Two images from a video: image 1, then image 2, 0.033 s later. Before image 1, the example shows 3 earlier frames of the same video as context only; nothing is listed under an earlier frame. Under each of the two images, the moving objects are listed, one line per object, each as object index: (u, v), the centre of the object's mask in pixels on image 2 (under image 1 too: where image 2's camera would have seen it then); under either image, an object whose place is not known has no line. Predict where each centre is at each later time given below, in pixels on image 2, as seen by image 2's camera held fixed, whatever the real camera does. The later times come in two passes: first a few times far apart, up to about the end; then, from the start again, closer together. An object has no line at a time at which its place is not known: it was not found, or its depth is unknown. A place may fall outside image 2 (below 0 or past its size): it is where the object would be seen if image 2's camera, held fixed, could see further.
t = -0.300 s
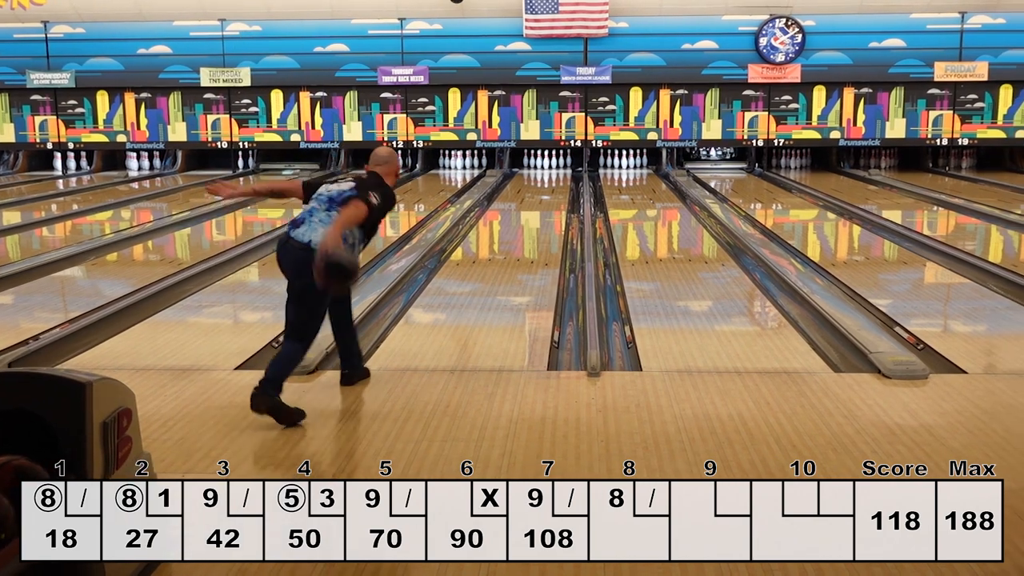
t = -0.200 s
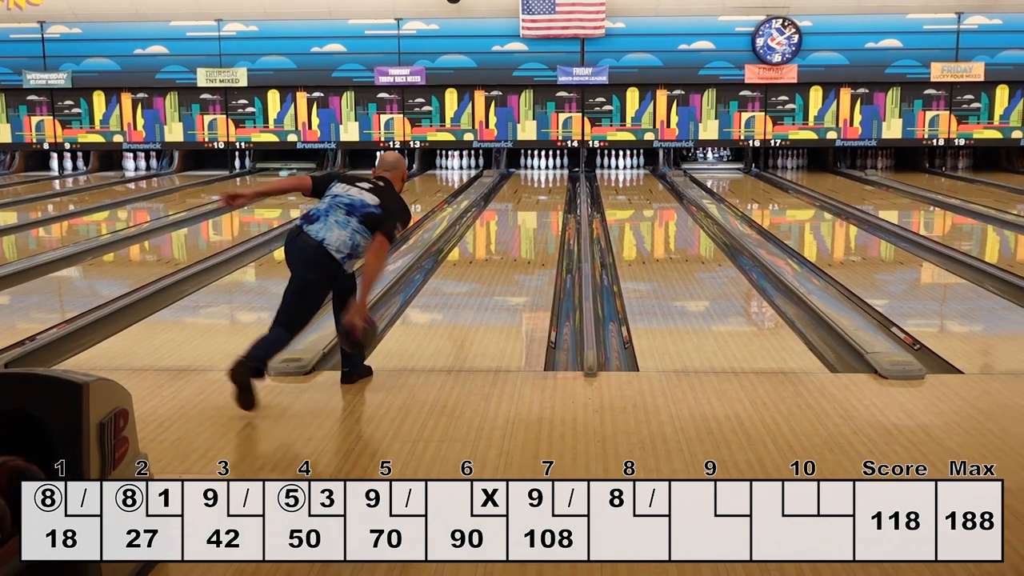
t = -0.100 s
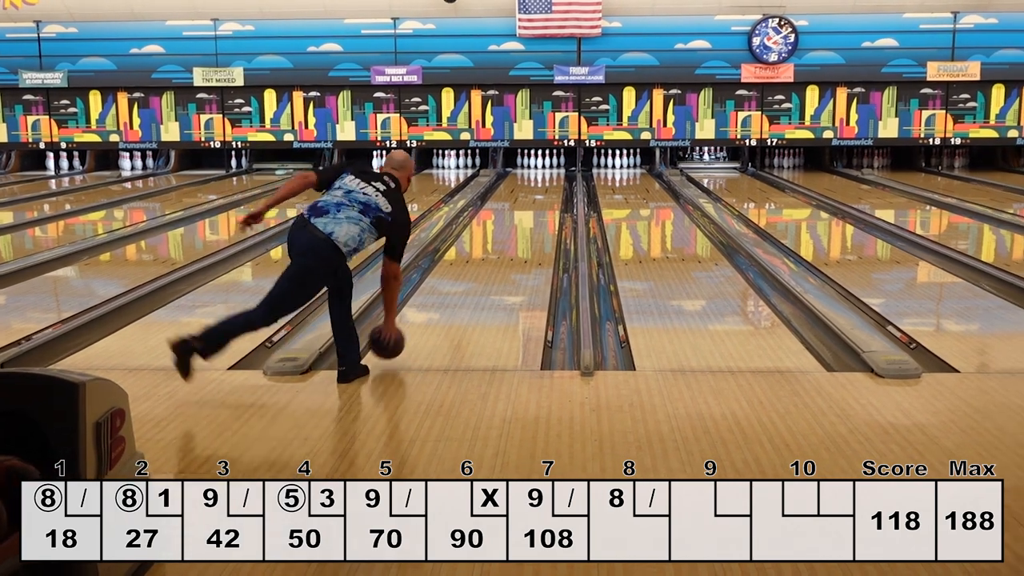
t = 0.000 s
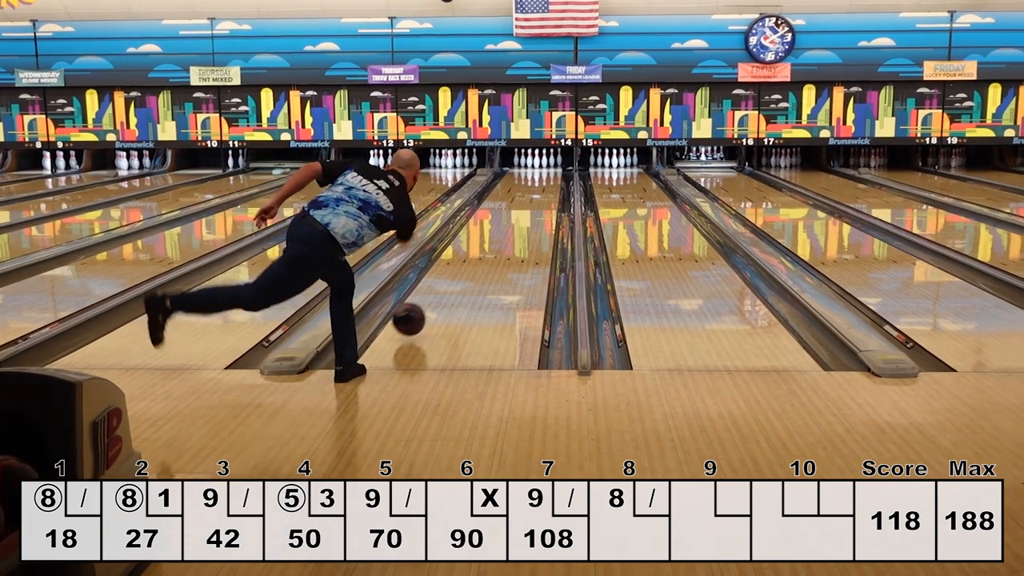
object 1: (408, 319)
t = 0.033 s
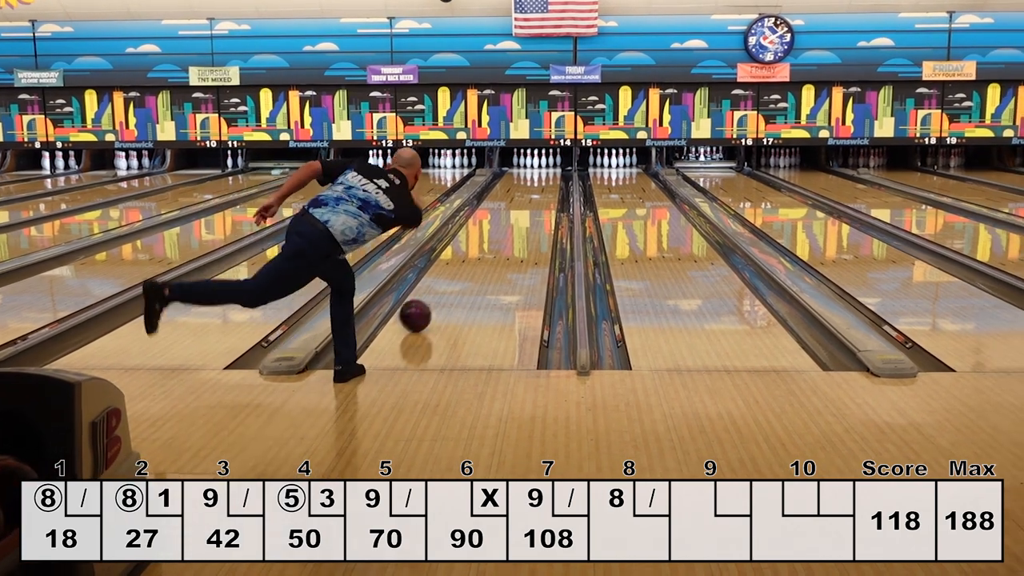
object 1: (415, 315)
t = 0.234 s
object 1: (450, 280)
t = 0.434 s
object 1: (475, 254)
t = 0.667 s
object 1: (496, 233)
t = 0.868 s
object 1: (510, 218)
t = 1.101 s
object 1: (523, 204)
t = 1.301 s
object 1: (531, 195)
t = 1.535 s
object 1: (538, 185)
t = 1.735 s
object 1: (542, 180)
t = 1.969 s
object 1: (544, 173)
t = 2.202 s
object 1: (540, 168)
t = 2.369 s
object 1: (536, 165)
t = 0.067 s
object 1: (422, 309)
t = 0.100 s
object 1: (428, 302)
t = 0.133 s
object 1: (434, 296)
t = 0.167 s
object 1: (439, 290)
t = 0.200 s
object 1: (445, 285)
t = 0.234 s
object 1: (450, 280)
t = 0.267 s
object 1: (454, 275)
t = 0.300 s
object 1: (459, 271)
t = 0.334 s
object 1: (463, 266)
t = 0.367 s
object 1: (467, 262)
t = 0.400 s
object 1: (470, 262)
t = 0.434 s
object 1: (475, 254)
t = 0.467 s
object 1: (478, 251)
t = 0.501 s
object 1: (481, 247)
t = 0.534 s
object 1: (485, 244)
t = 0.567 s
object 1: (488, 241)
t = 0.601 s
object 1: (491, 238)
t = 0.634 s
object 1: (494, 235)
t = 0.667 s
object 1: (496, 233)
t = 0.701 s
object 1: (499, 230)
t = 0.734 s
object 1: (501, 227)
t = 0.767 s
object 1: (503, 225)
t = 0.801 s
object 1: (506, 222)
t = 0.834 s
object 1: (508, 220)
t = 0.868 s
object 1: (510, 218)
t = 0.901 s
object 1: (512, 216)
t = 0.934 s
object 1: (514, 213)
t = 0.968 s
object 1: (516, 211)
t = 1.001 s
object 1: (517, 209)
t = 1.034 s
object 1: (520, 207)
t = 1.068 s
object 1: (521, 205)
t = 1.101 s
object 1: (523, 204)
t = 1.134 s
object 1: (524, 202)
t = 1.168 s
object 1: (526, 201)
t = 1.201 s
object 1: (527, 199)
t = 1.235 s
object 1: (528, 198)
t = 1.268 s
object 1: (530, 196)
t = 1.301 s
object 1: (531, 195)
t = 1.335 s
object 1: (532, 193)
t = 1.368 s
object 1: (534, 191)
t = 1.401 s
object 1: (535, 190)
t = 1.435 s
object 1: (535, 189)
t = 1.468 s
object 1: (536, 188)
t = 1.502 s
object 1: (537, 187)
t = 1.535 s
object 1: (538, 185)
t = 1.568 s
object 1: (539, 185)
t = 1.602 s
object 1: (540, 184)
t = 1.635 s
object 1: (541, 182)
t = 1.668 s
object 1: (542, 181)
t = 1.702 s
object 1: (542, 180)
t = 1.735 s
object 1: (542, 180)
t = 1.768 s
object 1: (543, 178)
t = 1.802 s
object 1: (544, 177)
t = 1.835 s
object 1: (543, 176)
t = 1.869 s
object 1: (543, 175)
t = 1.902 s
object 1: (544, 174)
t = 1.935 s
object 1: (544, 174)
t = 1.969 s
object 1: (544, 173)
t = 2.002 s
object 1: (543, 172)
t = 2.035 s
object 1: (543, 171)
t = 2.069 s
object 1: (543, 171)
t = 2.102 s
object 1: (543, 170)
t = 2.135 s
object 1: (542, 170)
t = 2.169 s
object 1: (541, 168)
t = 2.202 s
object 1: (540, 168)
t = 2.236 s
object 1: (540, 167)
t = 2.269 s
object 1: (539, 167)
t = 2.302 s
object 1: (538, 166)
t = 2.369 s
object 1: (536, 165)
